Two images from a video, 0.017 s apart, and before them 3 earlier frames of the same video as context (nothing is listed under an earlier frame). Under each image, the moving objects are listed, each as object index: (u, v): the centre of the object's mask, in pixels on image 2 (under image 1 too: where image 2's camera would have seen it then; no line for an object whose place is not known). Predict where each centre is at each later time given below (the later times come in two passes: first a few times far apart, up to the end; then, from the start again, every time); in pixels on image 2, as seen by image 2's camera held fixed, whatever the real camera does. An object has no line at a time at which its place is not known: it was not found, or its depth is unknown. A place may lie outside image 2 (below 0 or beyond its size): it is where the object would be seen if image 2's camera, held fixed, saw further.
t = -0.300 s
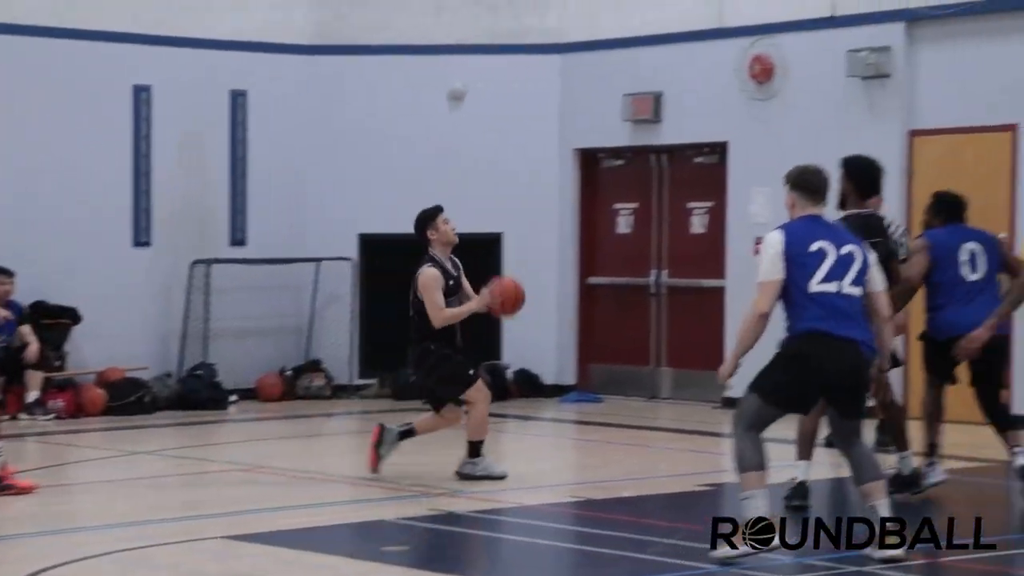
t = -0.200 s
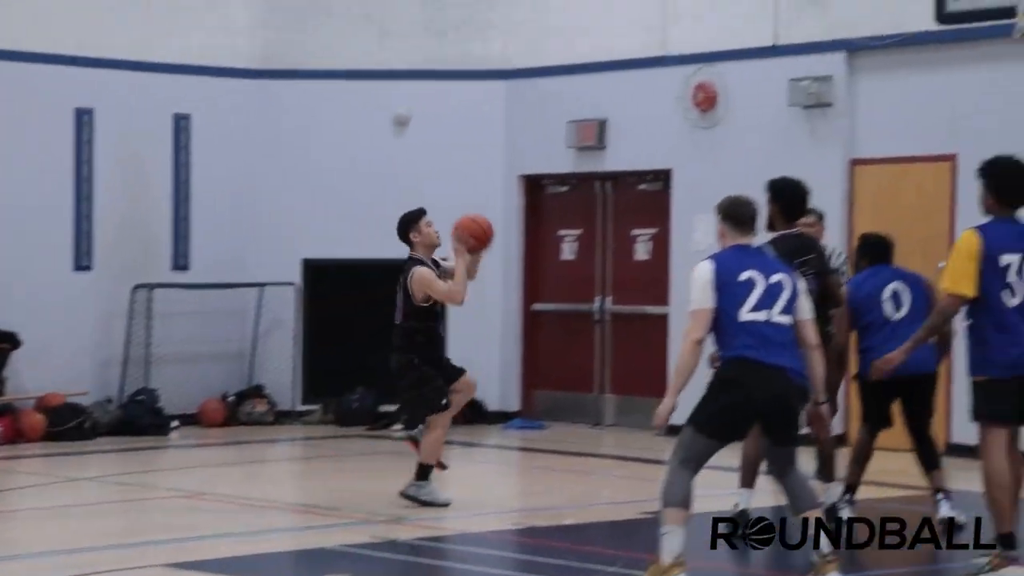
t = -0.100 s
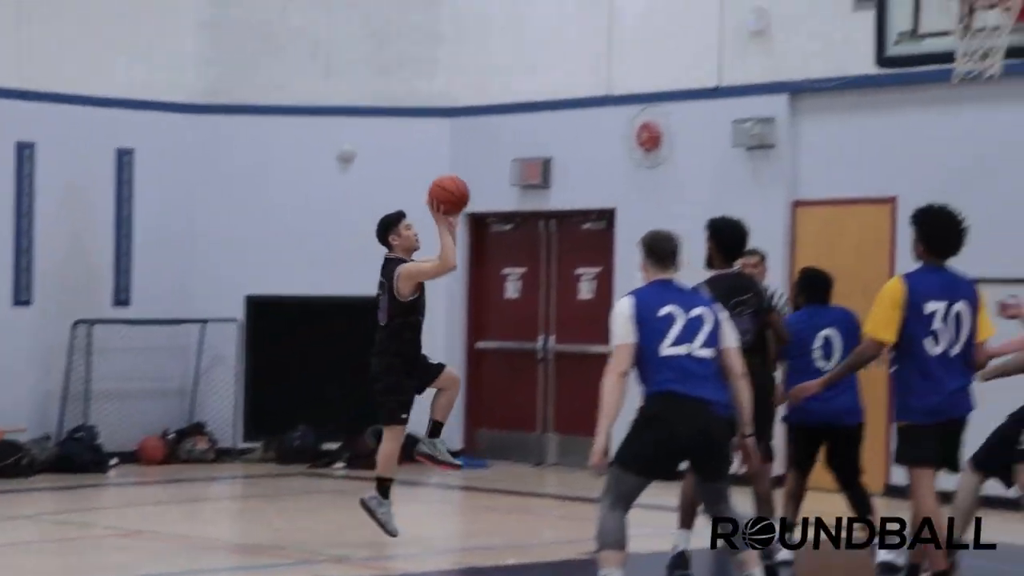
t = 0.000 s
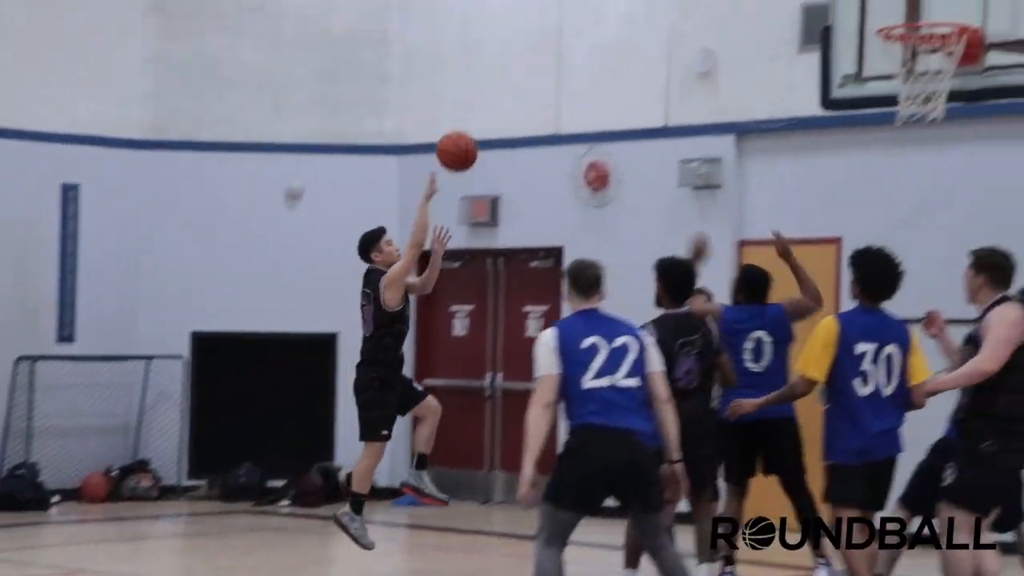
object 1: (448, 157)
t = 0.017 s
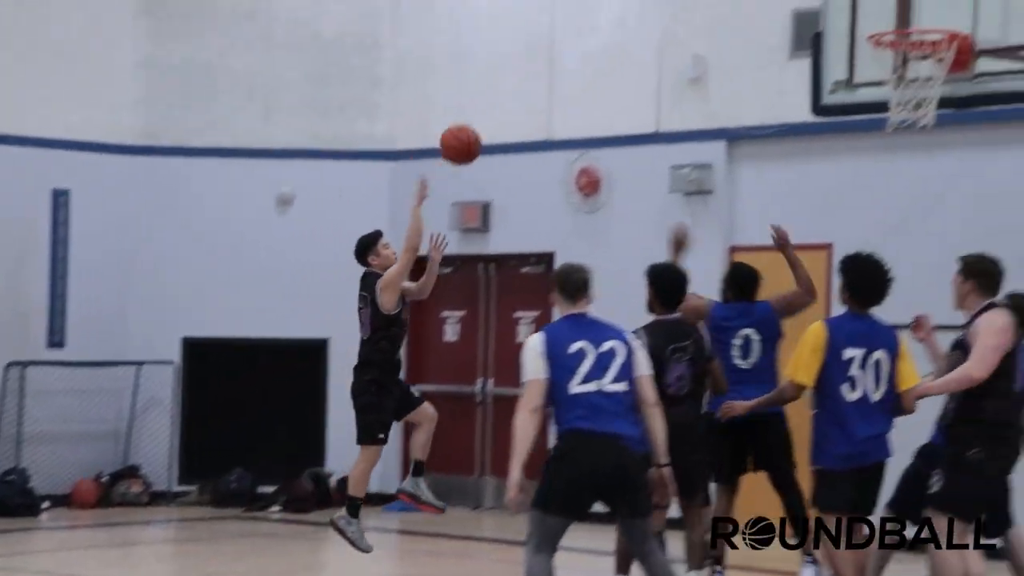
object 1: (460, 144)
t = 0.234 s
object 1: (620, 23)
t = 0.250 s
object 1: (632, 16)
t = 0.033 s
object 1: (472, 132)
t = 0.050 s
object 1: (485, 120)
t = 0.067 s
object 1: (497, 110)
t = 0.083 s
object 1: (509, 99)
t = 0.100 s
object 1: (521, 89)
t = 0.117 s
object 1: (534, 79)
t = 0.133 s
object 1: (546, 70)
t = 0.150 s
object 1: (558, 61)
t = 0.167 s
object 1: (570, 52)
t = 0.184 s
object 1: (582, 44)
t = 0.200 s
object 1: (595, 37)
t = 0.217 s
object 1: (607, 29)
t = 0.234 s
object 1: (620, 23)
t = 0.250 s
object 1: (632, 16)
